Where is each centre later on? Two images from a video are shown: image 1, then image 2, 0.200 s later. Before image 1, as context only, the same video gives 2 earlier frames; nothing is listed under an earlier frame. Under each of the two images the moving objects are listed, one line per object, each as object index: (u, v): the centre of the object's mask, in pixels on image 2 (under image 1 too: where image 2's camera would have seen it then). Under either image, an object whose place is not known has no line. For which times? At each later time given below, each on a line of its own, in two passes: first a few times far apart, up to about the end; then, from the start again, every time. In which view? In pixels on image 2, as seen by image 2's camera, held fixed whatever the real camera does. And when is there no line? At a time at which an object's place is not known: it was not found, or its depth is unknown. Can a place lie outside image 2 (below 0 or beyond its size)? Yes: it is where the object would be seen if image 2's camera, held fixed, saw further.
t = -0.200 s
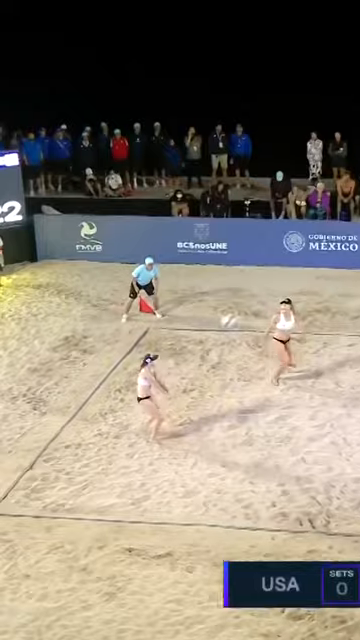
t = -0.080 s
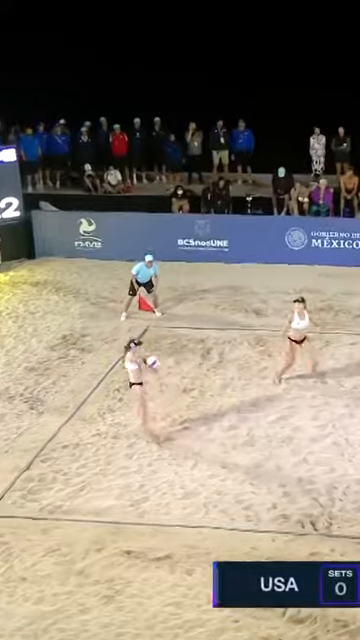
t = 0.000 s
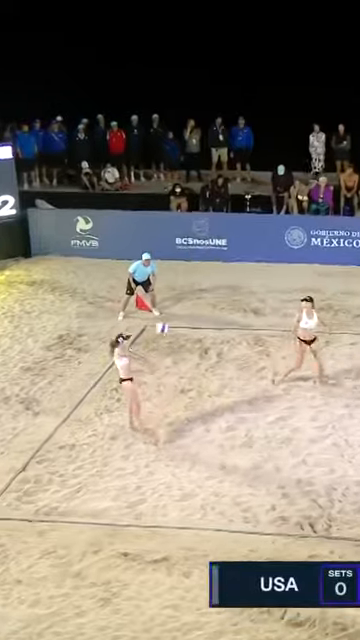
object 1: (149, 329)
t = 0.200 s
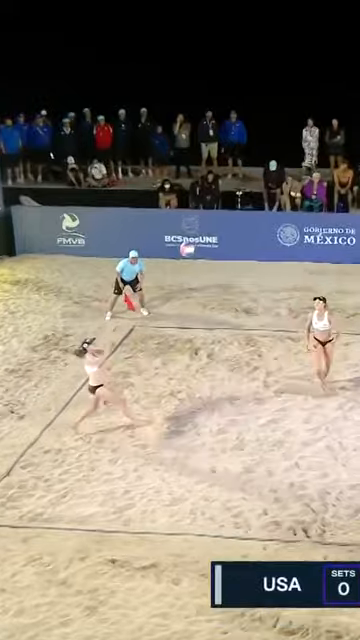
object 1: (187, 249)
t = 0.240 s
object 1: (195, 234)
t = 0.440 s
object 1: (239, 185)
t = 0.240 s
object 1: (195, 234)
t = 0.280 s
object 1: (203, 223)
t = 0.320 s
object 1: (211, 211)
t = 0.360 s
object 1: (221, 200)
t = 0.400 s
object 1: (230, 192)
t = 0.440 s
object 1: (239, 185)
